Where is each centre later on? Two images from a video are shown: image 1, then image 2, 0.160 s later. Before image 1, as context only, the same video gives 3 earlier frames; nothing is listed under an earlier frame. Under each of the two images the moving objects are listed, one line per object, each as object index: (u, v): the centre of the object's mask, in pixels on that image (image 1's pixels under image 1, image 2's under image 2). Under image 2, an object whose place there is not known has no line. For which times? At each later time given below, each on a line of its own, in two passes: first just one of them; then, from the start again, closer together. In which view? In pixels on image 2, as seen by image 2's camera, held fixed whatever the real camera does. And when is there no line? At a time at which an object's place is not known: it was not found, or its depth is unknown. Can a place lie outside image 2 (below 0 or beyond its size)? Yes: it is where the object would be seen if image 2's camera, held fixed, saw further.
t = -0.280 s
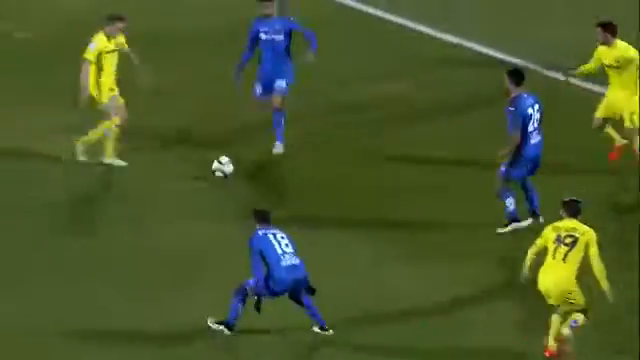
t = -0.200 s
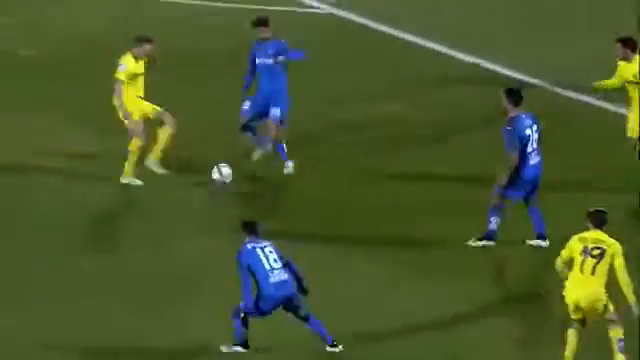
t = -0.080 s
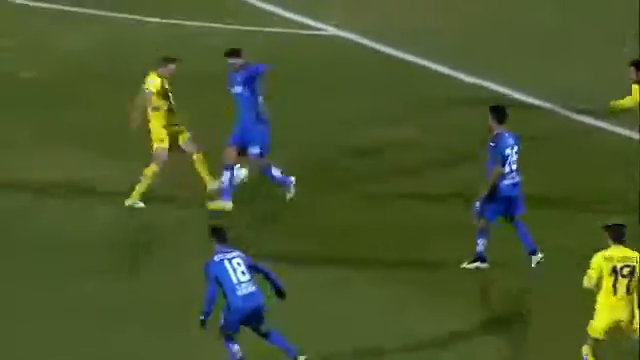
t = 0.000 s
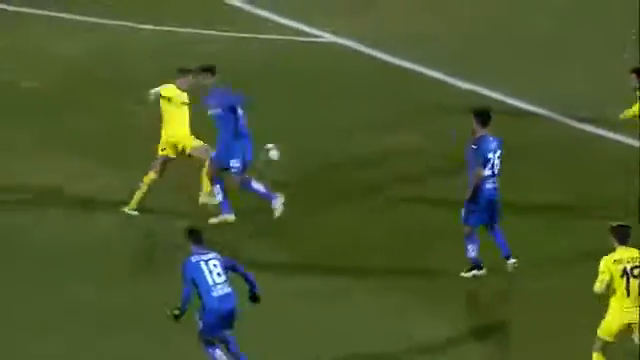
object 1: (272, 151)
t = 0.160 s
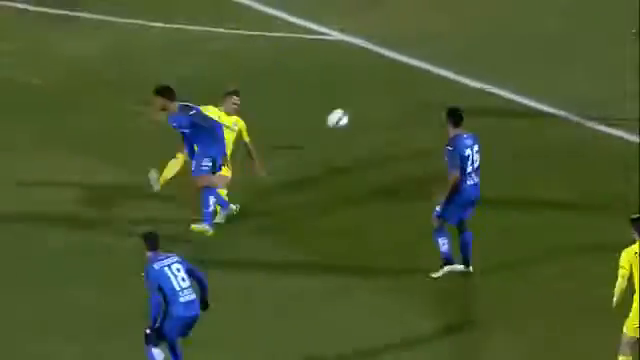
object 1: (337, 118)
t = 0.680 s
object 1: (489, 68)
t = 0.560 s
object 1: (459, 74)
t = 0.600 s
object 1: (471, 74)
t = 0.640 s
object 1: (480, 74)
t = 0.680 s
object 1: (489, 68)
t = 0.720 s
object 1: (499, 62)
